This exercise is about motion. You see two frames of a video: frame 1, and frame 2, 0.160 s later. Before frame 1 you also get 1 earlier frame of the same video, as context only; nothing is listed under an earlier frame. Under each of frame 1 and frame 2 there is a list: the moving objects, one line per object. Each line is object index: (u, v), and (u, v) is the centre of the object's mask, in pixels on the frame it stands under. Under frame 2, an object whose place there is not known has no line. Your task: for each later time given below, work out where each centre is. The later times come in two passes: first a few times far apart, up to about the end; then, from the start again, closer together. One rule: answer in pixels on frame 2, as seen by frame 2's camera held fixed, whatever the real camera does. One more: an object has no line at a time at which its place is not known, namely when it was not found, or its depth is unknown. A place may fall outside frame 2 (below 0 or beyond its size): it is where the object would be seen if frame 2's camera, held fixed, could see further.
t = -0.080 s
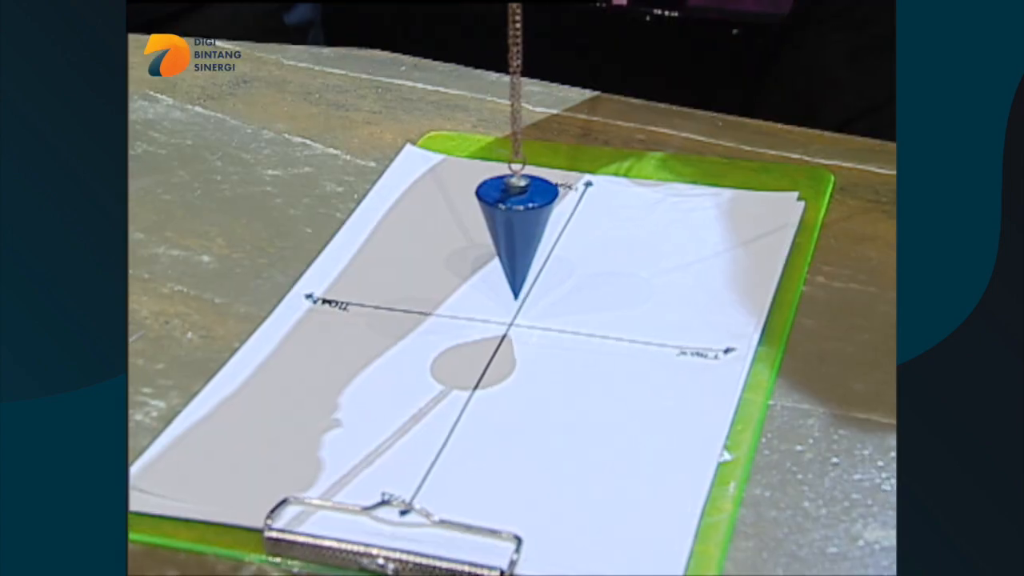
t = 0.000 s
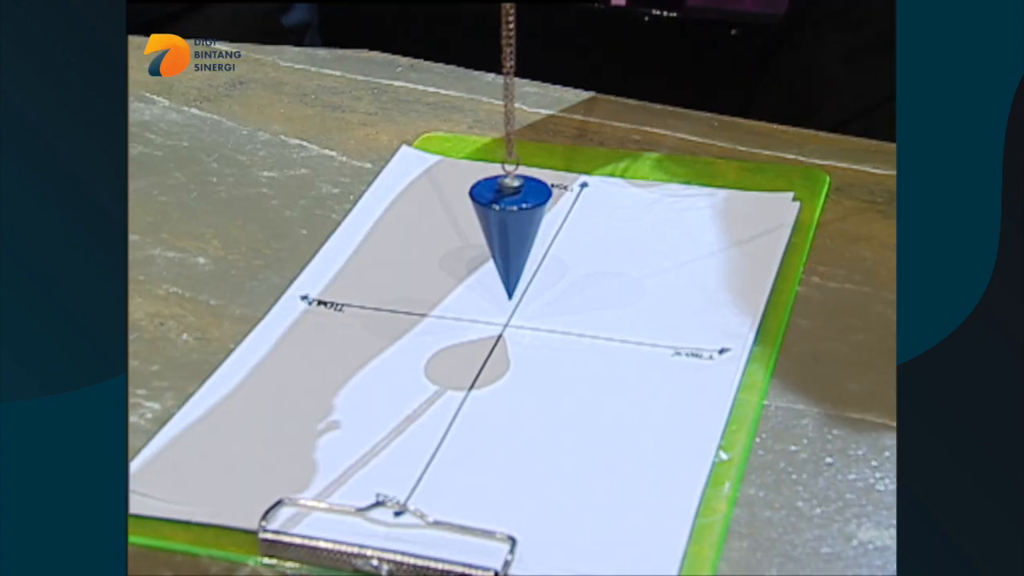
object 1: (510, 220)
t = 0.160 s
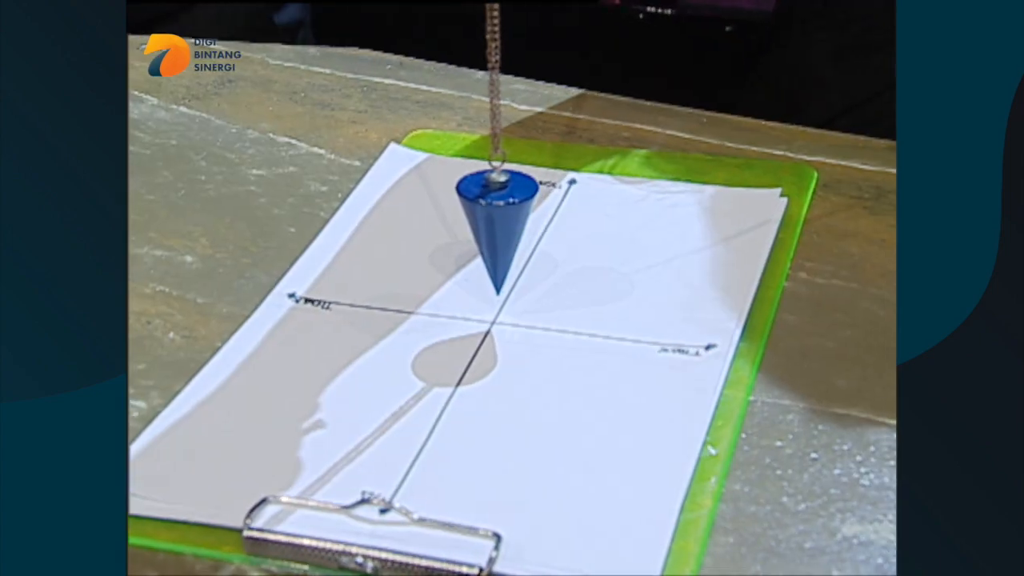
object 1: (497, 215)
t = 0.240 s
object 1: (498, 214)
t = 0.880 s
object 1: (501, 224)
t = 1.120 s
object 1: (495, 221)
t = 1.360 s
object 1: (493, 221)
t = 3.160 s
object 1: (497, 221)
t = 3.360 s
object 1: (496, 219)
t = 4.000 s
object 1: (488, 217)
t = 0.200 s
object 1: (498, 214)
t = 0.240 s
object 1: (498, 214)
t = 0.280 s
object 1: (499, 214)
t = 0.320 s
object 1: (500, 214)
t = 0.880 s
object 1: (501, 224)
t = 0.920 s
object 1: (500, 224)
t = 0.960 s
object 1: (499, 224)
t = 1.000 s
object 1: (498, 223)
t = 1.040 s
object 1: (497, 222)
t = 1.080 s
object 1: (496, 221)
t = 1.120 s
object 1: (495, 221)
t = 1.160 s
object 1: (494, 221)
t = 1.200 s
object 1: (493, 221)
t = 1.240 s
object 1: (493, 221)
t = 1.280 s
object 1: (493, 221)
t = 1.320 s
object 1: (493, 221)
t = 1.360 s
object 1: (493, 221)
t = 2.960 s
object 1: (495, 220)
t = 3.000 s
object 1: (496, 221)
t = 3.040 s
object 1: (497, 221)
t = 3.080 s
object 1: (497, 221)
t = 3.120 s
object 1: (497, 221)
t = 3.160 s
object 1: (497, 221)
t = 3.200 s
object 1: (497, 221)
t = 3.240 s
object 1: (497, 221)
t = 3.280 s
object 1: (497, 221)
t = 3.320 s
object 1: (496, 220)
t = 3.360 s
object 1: (496, 219)
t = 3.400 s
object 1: (495, 218)
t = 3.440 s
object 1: (494, 217)
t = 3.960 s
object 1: (488, 215)
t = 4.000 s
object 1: (488, 217)
